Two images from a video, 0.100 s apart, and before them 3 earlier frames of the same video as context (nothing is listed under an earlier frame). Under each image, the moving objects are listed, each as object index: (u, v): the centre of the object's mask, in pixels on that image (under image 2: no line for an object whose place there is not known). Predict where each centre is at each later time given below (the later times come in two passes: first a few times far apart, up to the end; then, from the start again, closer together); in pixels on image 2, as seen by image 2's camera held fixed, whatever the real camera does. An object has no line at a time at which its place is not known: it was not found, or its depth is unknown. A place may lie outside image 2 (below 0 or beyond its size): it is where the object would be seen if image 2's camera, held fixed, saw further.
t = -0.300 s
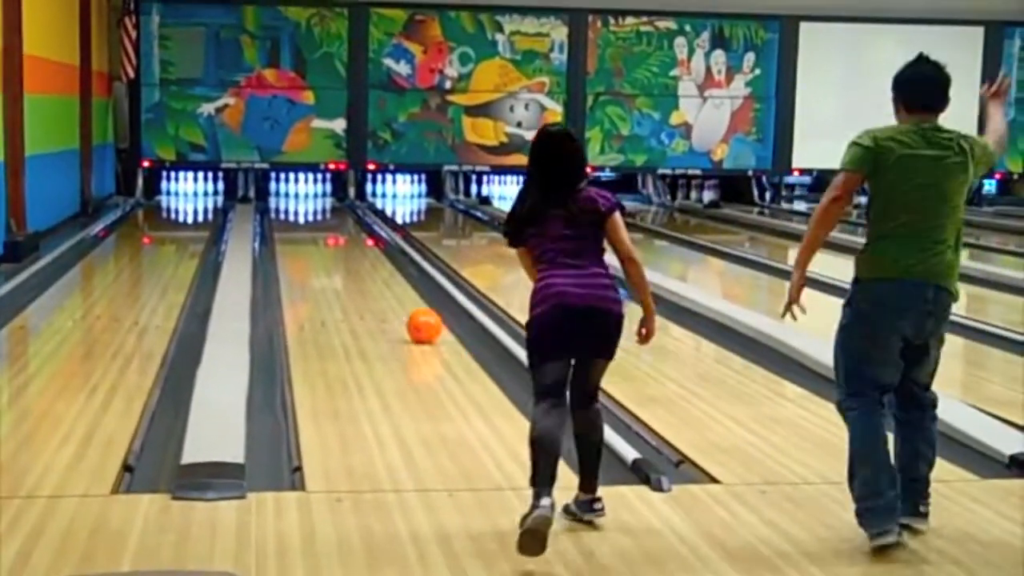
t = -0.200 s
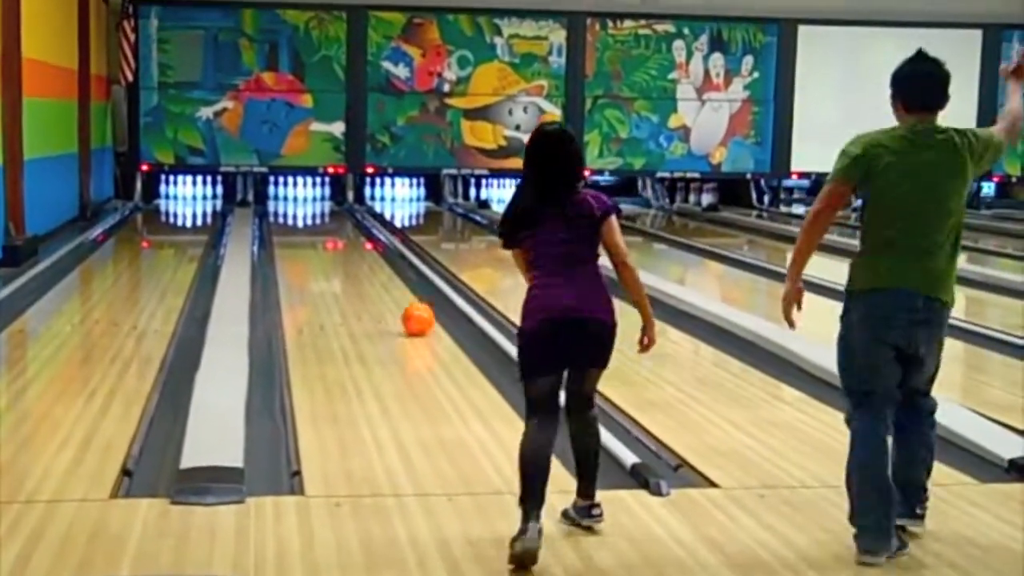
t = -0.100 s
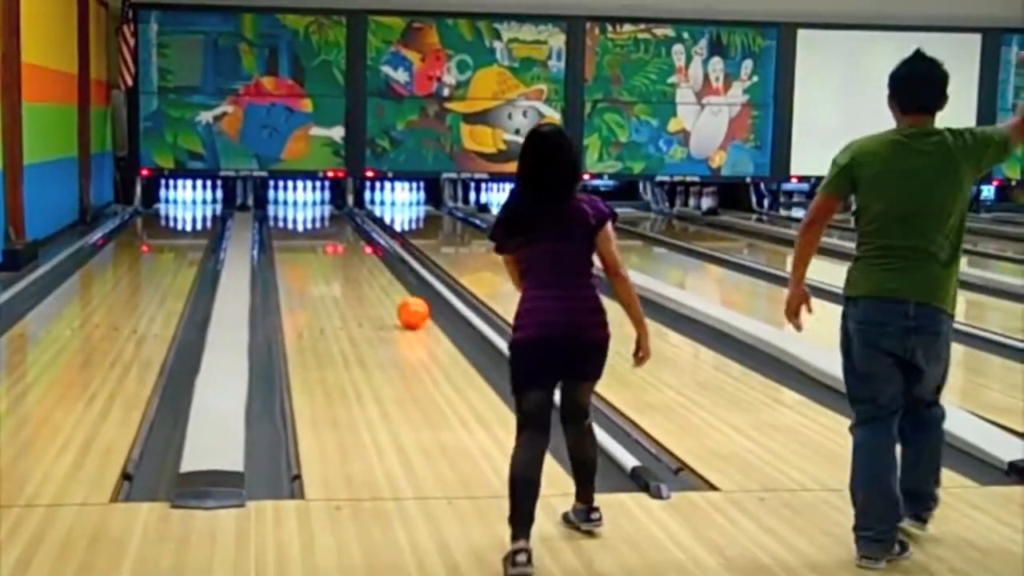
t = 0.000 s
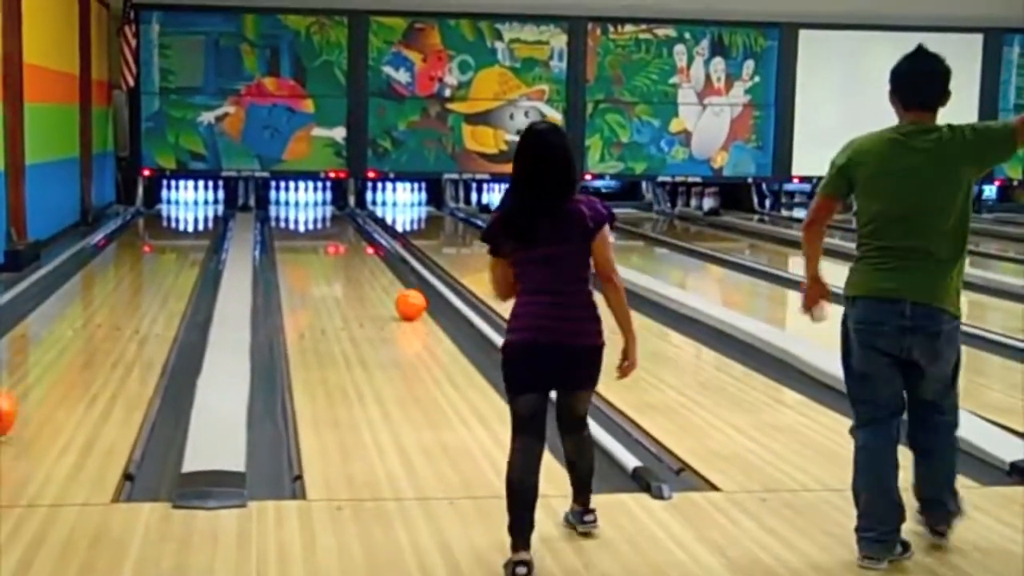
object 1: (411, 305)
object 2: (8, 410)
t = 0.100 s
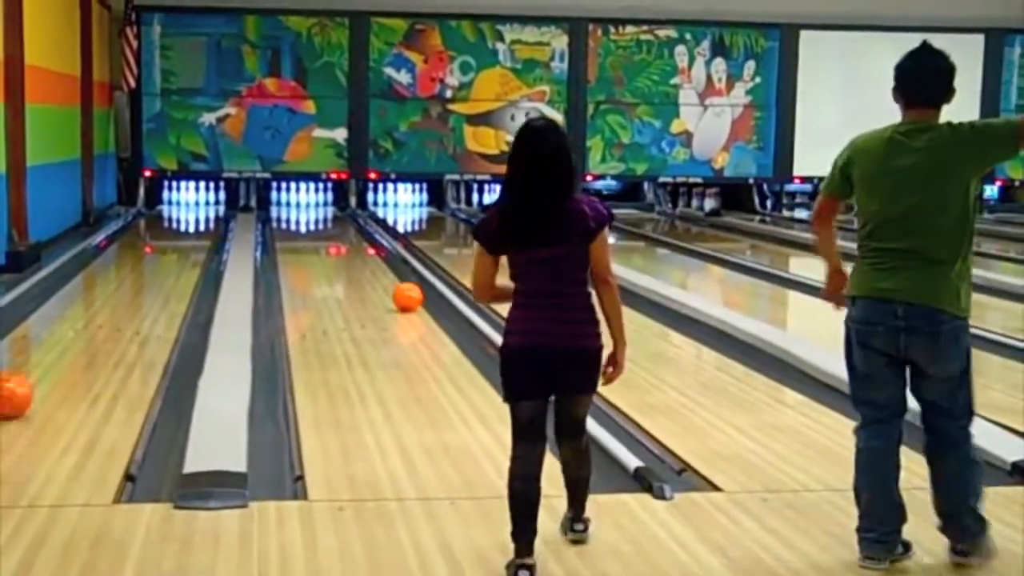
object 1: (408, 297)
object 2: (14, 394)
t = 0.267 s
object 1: (402, 286)
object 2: (30, 364)
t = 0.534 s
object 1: (394, 271)
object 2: (56, 328)
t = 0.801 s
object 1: (388, 258)
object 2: (76, 300)
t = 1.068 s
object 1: (389, 252)
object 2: (90, 279)
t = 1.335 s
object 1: (383, 245)
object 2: (101, 264)
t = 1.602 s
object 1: (374, 243)
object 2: (116, 251)
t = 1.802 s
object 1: (372, 239)
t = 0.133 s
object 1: (406, 295)
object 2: (17, 387)
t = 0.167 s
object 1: (405, 292)
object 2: (20, 381)
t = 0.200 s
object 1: (404, 290)
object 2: (23, 375)
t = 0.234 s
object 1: (403, 288)
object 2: (27, 369)
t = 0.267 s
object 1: (402, 286)
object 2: (30, 364)
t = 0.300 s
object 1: (401, 283)
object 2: (34, 359)
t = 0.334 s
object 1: (400, 282)
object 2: (38, 354)
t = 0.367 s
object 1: (399, 278)
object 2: (43, 348)
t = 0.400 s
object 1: (397, 276)
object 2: (44, 344)
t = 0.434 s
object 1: (397, 275)
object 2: (48, 340)
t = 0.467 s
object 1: (396, 274)
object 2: (51, 336)
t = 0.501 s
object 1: (395, 272)
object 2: (54, 332)
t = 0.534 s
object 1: (394, 271)
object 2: (56, 328)
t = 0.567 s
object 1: (393, 268)
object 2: (59, 324)
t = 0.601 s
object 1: (393, 266)
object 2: (63, 319)
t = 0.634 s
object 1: (392, 264)
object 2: (66, 316)
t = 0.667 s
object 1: (391, 263)
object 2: (68, 312)
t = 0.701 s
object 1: (390, 261)
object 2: (70, 310)
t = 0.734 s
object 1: (389, 260)
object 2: (72, 306)
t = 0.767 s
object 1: (389, 259)
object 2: (74, 303)
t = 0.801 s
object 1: (388, 258)
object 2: (76, 300)
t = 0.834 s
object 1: (388, 257)
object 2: (79, 297)
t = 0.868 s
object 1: (388, 256)
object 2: (80, 295)
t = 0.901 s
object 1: (388, 255)
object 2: (82, 292)
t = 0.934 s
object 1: (389, 254)
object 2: (84, 290)
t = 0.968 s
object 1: (389, 252)
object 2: (86, 287)
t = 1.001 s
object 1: (390, 250)
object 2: (88, 283)
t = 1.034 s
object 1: (390, 251)
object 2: (89, 281)
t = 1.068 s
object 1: (389, 252)
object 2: (90, 279)
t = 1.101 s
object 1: (390, 251)
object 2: (93, 277)
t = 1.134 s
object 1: (390, 251)
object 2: (94, 275)
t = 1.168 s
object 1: (387, 248)
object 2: (95, 273)
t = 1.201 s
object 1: (386, 246)
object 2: (96, 270)
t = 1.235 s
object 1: (386, 246)
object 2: (97, 268)
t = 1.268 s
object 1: (385, 245)
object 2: (99, 264)
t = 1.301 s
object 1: (383, 245)
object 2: (100, 265)
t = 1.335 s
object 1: (383, 245)
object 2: (101, 264)
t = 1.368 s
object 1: (381, 244)
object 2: (102, 261)
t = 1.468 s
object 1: (378, 244)
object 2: (103, 255)
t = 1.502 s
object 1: (378, 242)
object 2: (106, 254)
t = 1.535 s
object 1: (376, 242)
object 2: (105, 253)
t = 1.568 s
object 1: (374, 244)
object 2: (107, 253)
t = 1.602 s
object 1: (374, 243)
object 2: (116, 251)
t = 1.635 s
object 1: (373, 243)
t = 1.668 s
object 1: (374, 240)
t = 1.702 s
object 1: (372, 239)
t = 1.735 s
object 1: (374, 239)
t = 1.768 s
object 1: (373, 239)
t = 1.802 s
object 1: (372, 239)
